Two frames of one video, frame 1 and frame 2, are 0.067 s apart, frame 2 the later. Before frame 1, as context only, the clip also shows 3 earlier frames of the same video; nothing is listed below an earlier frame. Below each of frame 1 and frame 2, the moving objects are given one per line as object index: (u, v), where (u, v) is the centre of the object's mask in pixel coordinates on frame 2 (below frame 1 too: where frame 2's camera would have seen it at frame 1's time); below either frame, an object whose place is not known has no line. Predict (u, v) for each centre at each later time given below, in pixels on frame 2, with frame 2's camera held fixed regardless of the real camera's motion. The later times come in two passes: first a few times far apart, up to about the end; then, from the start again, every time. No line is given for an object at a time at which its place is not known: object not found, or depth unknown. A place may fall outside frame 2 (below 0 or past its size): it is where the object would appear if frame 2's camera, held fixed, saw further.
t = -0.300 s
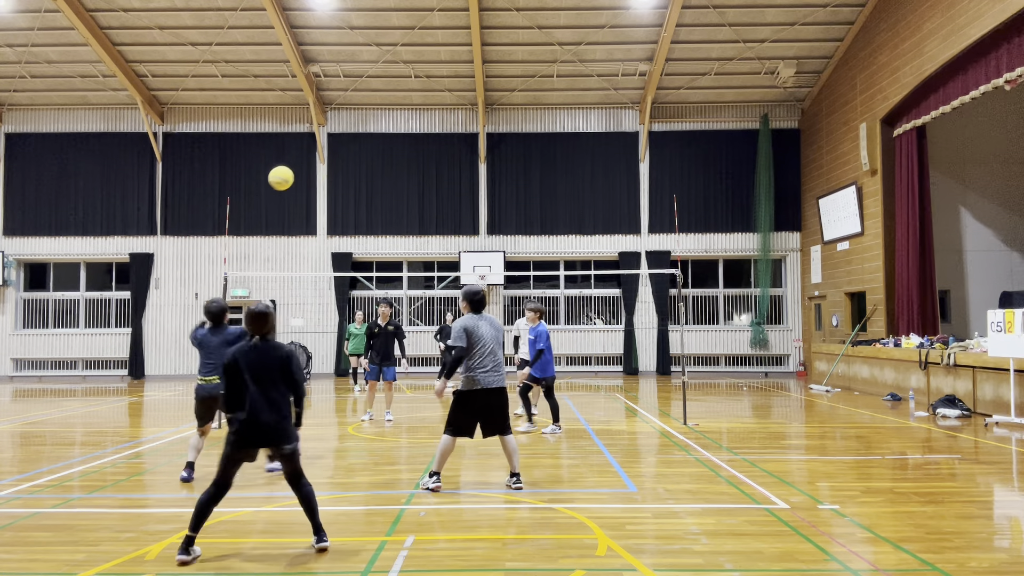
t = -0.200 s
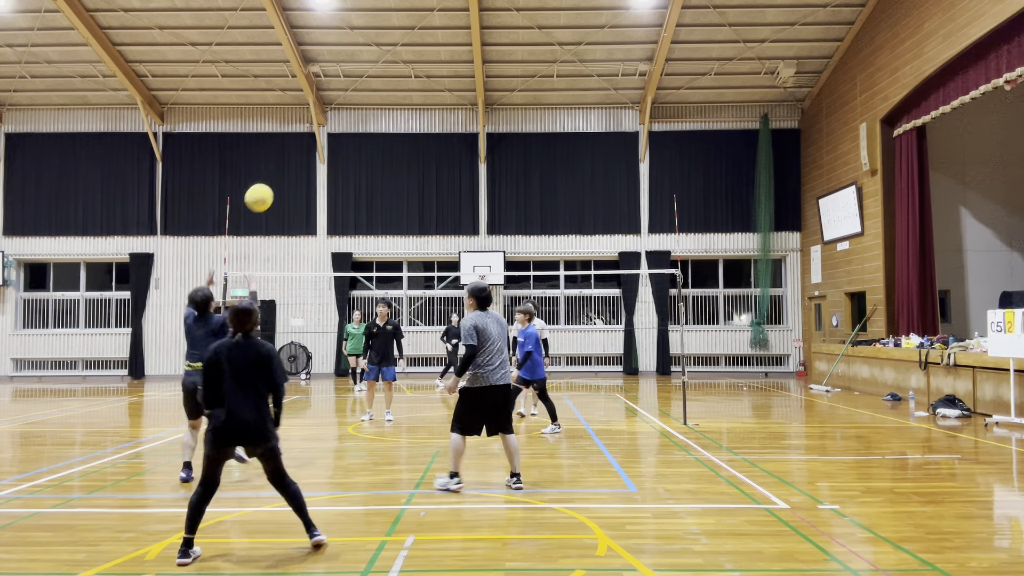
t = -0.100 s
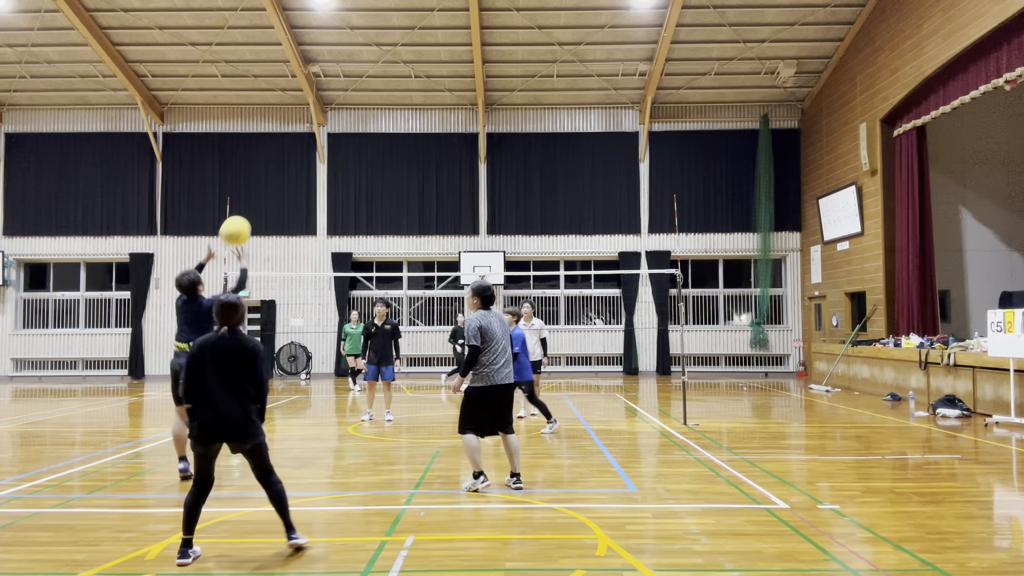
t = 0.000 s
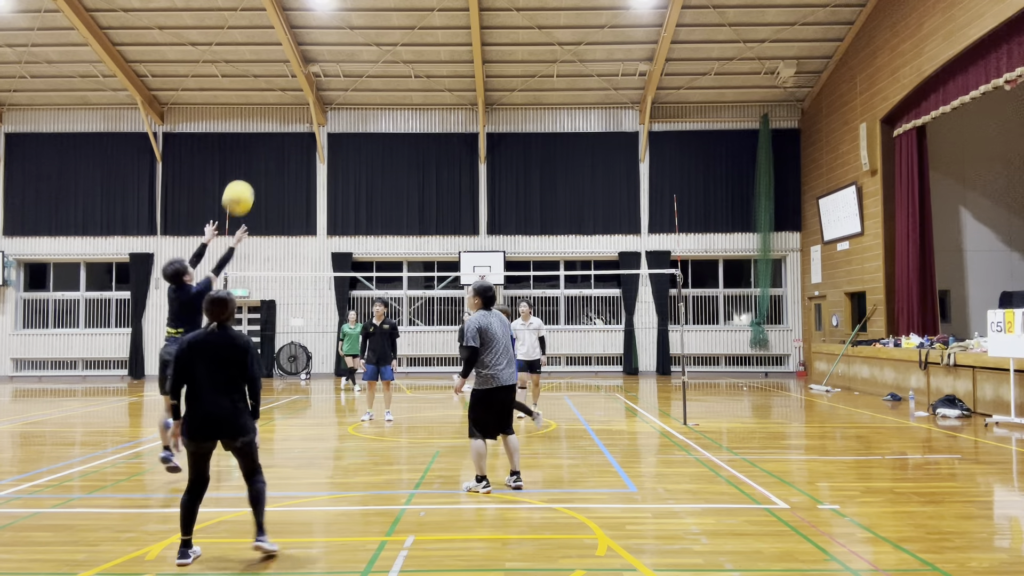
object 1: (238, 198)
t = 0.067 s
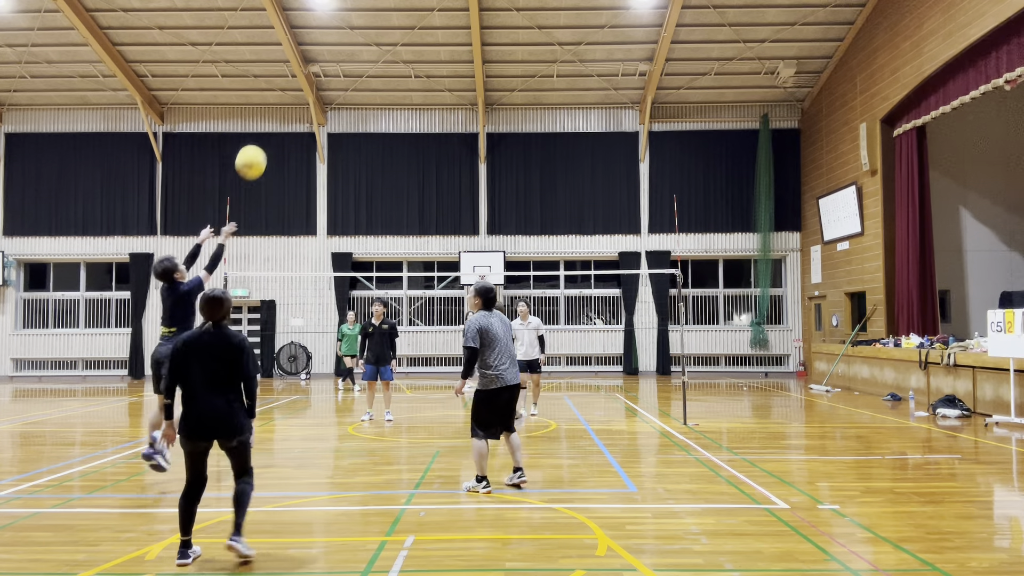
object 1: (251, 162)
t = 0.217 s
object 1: (278, 102)
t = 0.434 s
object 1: (312, 64)
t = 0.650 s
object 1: (343, 71)
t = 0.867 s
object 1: (371, 119)
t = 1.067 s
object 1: (394, 195)
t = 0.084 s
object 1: (254, 154)
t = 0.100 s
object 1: (257, 147)
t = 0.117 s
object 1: (260, 139)
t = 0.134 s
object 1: (263, 132)
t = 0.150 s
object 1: (266, 126)
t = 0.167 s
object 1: (269, 119)
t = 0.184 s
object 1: (272, 113)
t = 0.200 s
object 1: (275, 107)
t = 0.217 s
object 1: (278, 102)
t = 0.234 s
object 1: (280, 98)
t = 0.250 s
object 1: (283, 93)
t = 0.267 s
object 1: (286, 89)
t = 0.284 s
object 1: (288, 85)
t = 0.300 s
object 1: (291, 82)
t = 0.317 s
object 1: (294, 78)
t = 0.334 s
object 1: (297, 75)
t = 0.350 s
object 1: (299, 73)
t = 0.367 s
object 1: (302, 70)
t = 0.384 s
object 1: (304, 68)
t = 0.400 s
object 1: (307, 66)
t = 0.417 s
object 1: (309, 65)
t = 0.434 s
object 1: (312, 64)
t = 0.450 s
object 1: (314, 63)
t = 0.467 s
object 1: (317, 62)
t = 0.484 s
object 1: (319, 62)
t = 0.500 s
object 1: (322, 62)
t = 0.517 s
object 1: (324, 62)
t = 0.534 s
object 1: (326, 62)
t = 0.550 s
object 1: (329, 63)
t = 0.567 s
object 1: (331, 64)
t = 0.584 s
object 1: (333, 65)
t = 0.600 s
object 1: (336, 66)
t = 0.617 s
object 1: (338, 67)
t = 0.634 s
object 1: (340, 69)
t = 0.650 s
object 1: (343, 71)
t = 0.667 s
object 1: (345, 74)
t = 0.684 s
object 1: (347, 76)
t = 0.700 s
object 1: (349, 79)
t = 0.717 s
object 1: (352, 82)
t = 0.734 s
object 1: (354, 85)
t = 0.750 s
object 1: (356, 89)
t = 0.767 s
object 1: (358, 92)
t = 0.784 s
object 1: (360, 96)
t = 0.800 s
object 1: (363, 100)
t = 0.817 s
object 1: (365, 105)
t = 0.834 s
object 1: (367, 109)
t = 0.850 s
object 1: (369, 114)
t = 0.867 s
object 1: (371, 119)
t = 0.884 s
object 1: (373, 125)
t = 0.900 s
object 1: (375, 130)
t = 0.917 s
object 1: (377, 136)
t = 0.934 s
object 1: (379, 141)
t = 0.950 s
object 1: (381, 147)
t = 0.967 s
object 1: (383, 154)
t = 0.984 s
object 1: (385, 160)
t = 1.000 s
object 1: (387, 167)
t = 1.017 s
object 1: (389, 173)
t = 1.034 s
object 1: (391, 180)
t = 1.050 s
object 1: (392, 187)
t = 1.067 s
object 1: (394, 195)
